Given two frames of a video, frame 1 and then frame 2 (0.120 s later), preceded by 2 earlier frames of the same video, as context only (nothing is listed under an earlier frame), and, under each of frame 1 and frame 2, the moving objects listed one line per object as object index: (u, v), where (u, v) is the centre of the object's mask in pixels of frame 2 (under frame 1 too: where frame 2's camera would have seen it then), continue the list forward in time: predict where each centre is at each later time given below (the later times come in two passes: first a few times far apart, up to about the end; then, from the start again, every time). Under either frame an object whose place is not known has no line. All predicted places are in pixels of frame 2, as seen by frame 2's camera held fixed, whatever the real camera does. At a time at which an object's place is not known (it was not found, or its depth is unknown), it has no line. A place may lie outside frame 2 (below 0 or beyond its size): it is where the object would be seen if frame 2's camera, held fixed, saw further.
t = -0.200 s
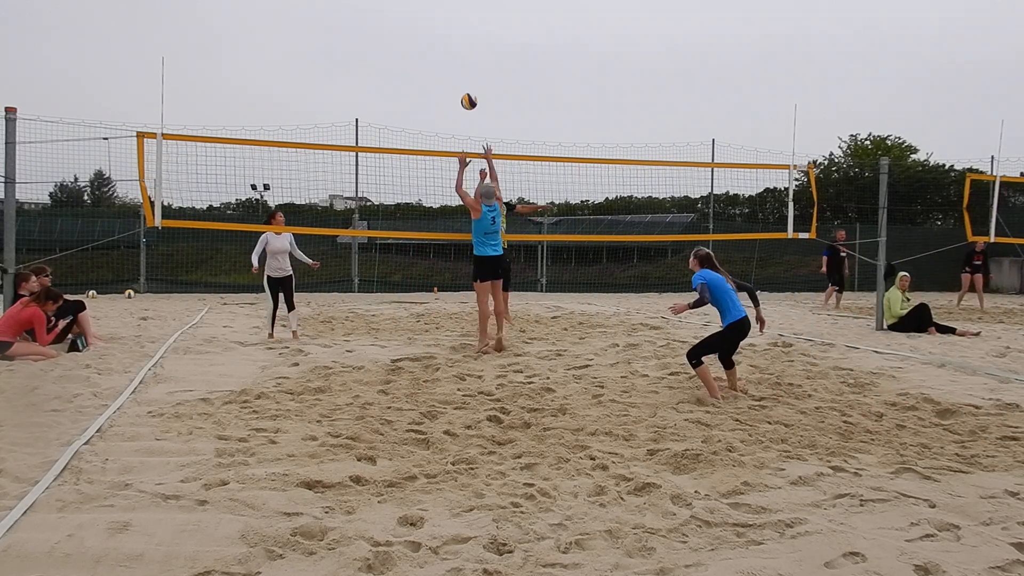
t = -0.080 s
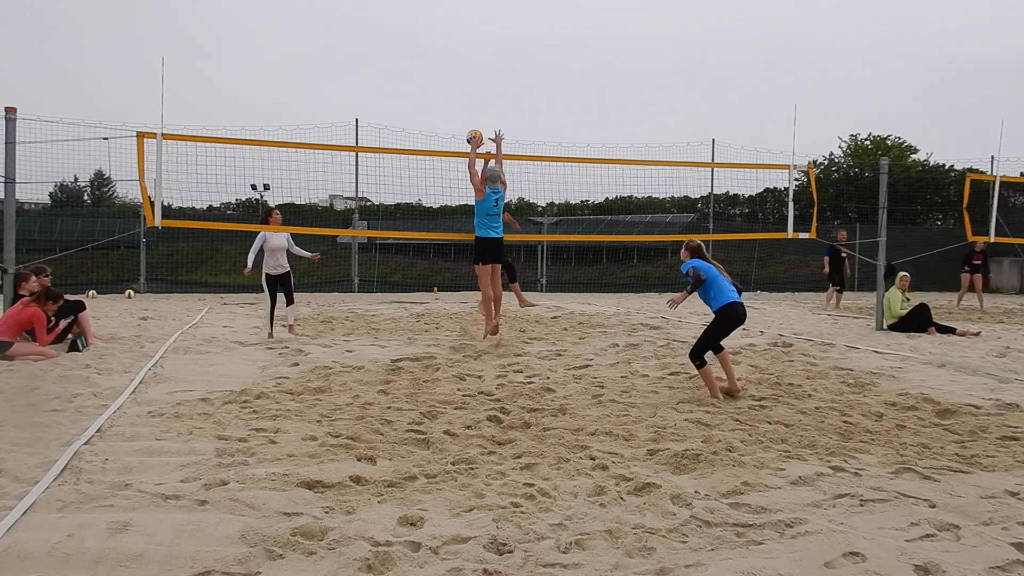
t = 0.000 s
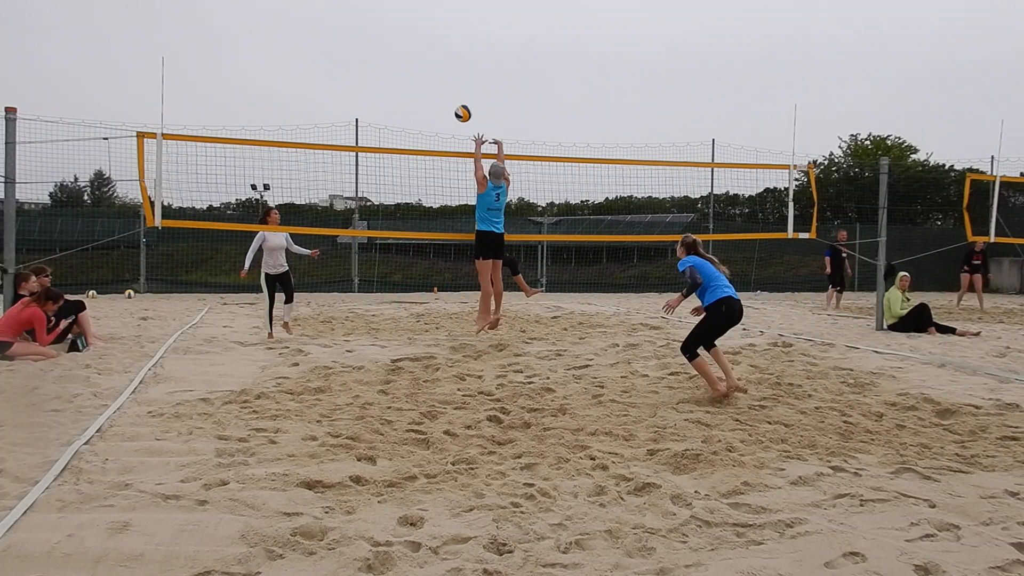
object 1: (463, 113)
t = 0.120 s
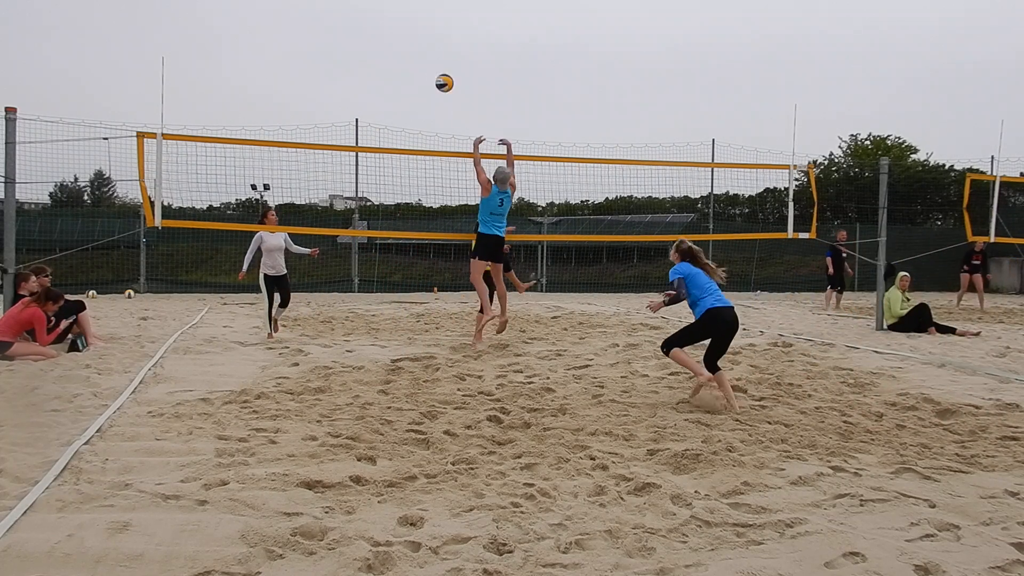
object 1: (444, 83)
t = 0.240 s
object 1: (423, 61)
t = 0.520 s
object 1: (366, 59)
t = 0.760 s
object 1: (304, 128)
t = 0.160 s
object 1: (438, 75)
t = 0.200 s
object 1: (431, 67)
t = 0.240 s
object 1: (423, 61)
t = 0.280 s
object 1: (416, 56)
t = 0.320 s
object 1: (408, 53)
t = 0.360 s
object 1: (401, 51)
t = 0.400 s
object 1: (392, 50)
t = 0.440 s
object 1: (383, 51)
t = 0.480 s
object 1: (375, 54)
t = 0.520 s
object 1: (366, 59)
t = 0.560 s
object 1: (357, 65)
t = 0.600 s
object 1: (347, 73)
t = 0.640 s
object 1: (337, 83)
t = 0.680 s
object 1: (326, 96)
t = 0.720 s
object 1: (315, 111)
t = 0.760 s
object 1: (304, 128)
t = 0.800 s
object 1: (293, 147)
